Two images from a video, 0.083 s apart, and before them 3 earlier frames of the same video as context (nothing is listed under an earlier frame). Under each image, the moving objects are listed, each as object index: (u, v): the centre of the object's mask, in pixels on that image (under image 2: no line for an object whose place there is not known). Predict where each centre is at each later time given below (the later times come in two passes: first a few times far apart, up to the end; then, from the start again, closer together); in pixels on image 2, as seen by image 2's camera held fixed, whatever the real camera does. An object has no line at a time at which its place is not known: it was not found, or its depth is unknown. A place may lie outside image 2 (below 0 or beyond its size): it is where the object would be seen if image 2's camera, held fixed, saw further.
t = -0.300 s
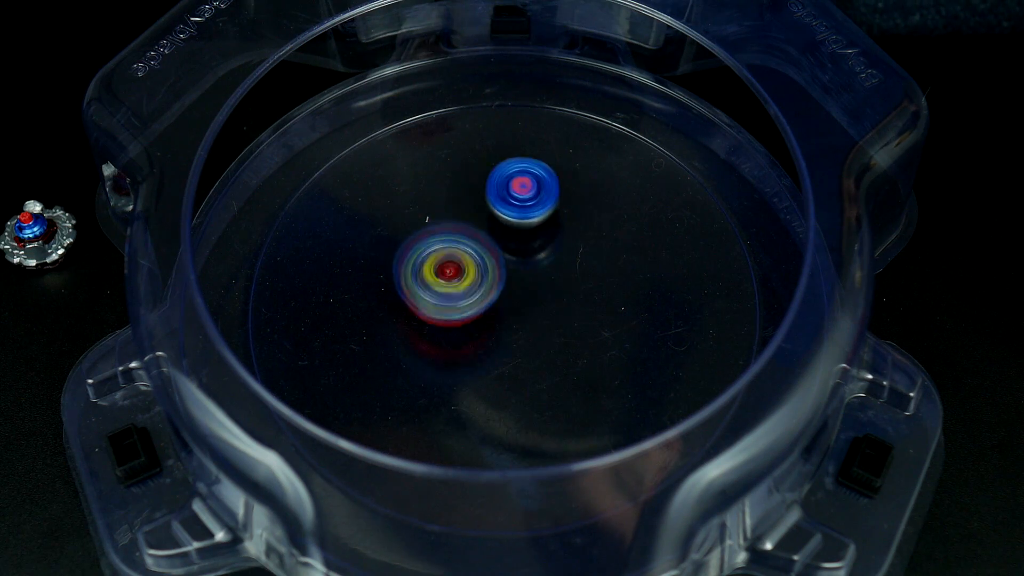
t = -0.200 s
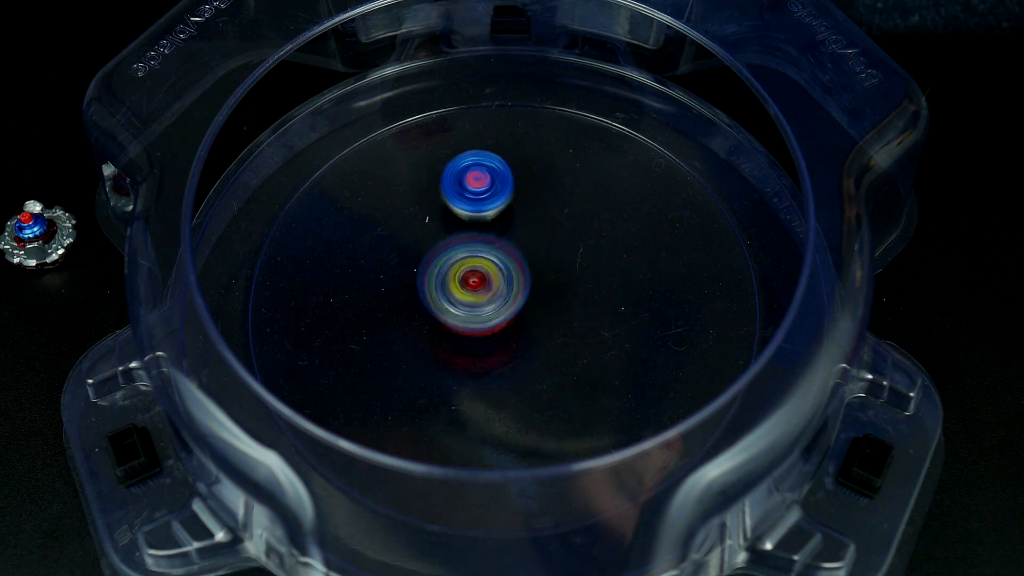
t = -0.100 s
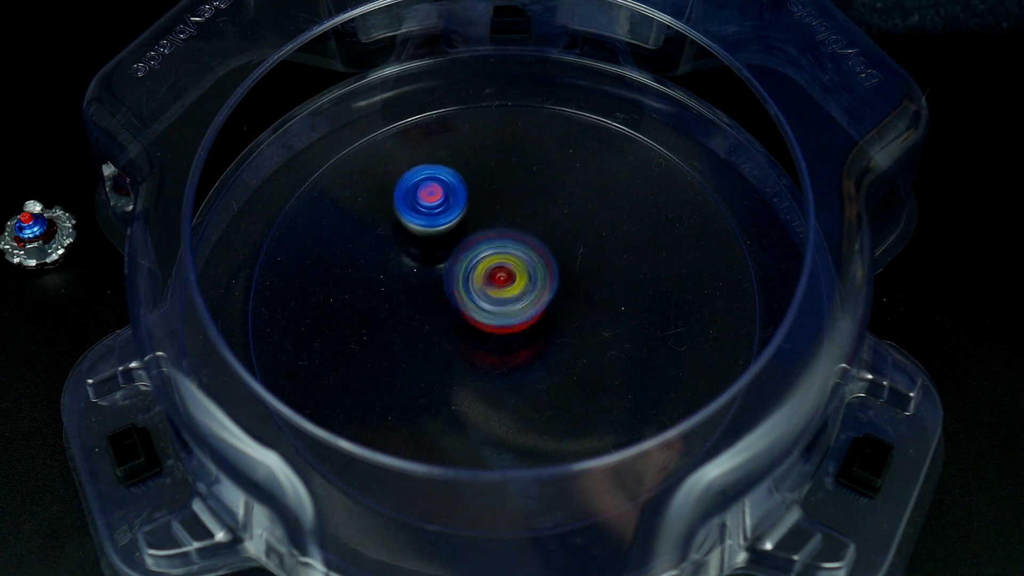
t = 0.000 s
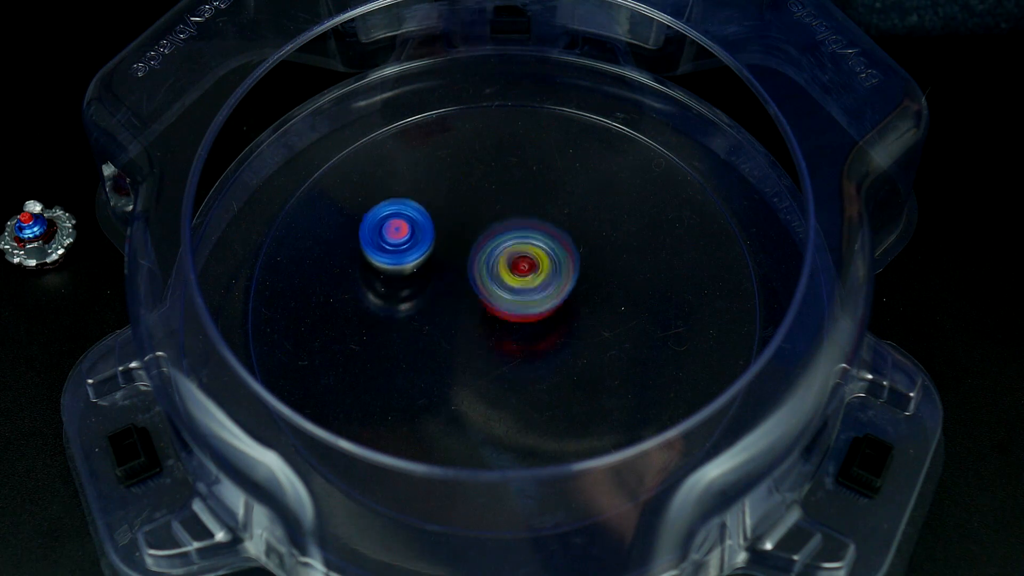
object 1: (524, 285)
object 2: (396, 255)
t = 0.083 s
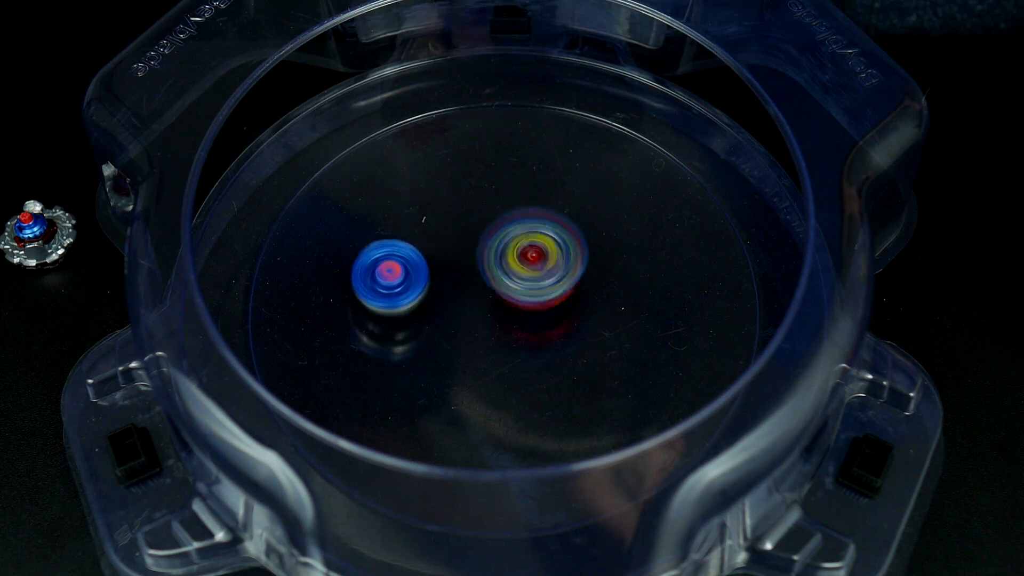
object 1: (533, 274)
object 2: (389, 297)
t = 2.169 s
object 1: (471, 311)
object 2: (514, 212)
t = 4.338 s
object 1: (410, 281)
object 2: (554, 331)
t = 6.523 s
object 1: (505, 209)
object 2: (475, 392)
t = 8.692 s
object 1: (388, 196)
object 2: (581, 460)
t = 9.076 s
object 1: (512, 288)
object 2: (640, 410)
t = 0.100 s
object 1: (536, 271)
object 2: (391, 306)
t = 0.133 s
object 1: (537, 265)
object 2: (397, 323)
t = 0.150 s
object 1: (538, 263)
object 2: (402, 331)
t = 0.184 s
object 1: (538, 259)
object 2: (414, 347)
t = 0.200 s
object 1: (537, 257)
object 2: (421, 354)
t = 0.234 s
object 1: (537, 253)
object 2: (437, 365)
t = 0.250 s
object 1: (535, 251)
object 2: (445, 368)
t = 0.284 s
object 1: (532, 248)
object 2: (463, 374)
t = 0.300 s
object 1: (529, 247)
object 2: (472, 375)
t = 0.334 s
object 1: (524, 247)
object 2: (491, 377)
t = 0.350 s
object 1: (520, 248)
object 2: (500, 376)
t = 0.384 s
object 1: (513, 248)
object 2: (517, 375)
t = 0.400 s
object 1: (508, 248)
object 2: (526, 373)
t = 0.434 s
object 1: (500, 252)
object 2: (543, 367)
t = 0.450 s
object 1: (496, 255)
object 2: (550, 364)
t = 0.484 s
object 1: (491, 262)
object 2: (565, 357)
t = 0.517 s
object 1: (483, 271)
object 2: (578, 348)
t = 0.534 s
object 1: (481, 275)
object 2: (584, 342)
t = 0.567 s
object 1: (476, 284)
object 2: (595, 332)
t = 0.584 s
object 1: (474, 288)
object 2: (599, 326)
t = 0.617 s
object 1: (471, 296)
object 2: (607, 314)
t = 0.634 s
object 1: (470, 301)
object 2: (611, 308)
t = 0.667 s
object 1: (469, 308)
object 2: (615, 295)
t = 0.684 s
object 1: (468, 312)
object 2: (616, 288)
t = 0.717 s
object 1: (470, 318)
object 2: (616, 275)
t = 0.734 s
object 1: (470, 322)
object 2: (614, 269)
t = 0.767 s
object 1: (473, 329)
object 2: (610, 257)
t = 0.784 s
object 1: (473, 331)
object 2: (607, 250)
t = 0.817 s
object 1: (477, 335)
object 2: (597, 239)
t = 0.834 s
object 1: (478, 337)
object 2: (592, 234)
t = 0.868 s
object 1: (482, 340)
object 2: (579, 225)
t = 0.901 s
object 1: (485, 342)
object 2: (561, 203)
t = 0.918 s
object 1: (488, 341)
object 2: (552, 201)
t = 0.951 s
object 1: (492, 343)
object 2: (535, 200)
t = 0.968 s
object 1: (494, 342)
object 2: (526, 200)
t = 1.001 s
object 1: (497, 342)
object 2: (507, 203)
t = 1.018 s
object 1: (498, 340)
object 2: (498, 205)
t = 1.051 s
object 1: (502, 337)
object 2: (481, 212)
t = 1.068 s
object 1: (503, 335)
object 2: (472, 216)
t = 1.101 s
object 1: (504, 331)
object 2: (456, 226)
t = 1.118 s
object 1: (505, 329)
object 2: (448, 230)
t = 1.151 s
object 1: (503, 325)
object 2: (430, 256)
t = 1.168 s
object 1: (503, 322)
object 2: (424, 266)
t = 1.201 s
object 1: (501, 317)
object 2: (413, 284)
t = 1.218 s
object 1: (499, 313)
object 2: (409, 292)
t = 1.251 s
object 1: (496, 309)
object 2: (401, 307)
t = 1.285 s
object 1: (495, 305)
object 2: (394, 321)
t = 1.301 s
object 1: (494, 303)
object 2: (392, 329)
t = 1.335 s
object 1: (492, 299)
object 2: (390, 345)
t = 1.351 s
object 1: (490, 296)
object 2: (391, 353)
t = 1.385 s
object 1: (486, 294)
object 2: (394, 369)
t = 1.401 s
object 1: (484, 294)
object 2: (396, 376)
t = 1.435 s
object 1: (479, 292)
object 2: (405, 390)
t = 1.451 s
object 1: (477, 291)
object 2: (410, 395)
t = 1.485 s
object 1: (470, 289)
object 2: (423, 404)
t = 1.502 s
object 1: (468, 289)
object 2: (430, 407)
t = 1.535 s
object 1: (460, 290)
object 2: (445, 412)
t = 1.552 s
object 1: (458, 290)
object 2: (454, 414)
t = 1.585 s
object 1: (452, 293)
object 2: (474, 414)
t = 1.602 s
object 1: (450, 295)
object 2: (482, 418)
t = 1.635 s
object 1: (446, 298)
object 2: (499, 416)
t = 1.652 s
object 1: (444, 300)
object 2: (508, 415)
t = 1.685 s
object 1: (442, 304)
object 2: (525, 412)
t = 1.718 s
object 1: (439, 309)
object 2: (539, 405)
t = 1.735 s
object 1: (440, 311)
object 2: (545, 400)
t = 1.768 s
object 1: (441, 316)
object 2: (555, 390)
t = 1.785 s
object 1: (442, 317)
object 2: (558, 383)
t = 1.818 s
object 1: (445, 322)
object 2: (564, 367)
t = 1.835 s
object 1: (447, 323)
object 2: (566, 360)
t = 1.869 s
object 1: (453, 326)
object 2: (567, 344)
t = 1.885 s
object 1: (455, 327)
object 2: (567, 336)
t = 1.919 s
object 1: (462, 327)
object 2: (565, 320)
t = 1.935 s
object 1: (464, 328)
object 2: (563, 312)
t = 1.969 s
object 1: (471, 325)
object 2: (559, 298)
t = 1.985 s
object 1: (474, 324)
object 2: (556, 290)
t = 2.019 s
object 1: (479, 321)
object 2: (550, 273)
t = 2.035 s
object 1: (478, 321)
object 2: (549, 264)
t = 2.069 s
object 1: (477, 318)
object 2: (546, 247)
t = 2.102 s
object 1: (475, 316)
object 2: (539, 233)
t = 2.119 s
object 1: (474, 315)
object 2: (534, 227)
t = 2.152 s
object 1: (471, 312)
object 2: (521, 217)
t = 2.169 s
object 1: (471, 311)
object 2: (514, 212)
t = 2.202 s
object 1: (467, 309)
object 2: (496, 197)
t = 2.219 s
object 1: (467, 308)
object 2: (488, 195)
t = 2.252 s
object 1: (464, 306)
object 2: (471, 195)
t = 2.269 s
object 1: (464, 305)
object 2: (462, 194)
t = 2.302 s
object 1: (460, 303)
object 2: (445, 195)
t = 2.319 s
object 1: (458, 302)
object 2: (437, 196)
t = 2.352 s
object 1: (456, 302)
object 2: (421, 201)
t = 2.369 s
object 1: (454, 301)
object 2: (413, 203)
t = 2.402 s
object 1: (452, 301)
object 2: (394, 222)
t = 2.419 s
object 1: (452, 301)
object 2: (388, 228)
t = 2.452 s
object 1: (450, 302)
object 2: (376, 244)
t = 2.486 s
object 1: (450, 302)
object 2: (368, 259)
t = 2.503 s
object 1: (450, 303)
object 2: (365, 266)
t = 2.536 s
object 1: (451, 303)
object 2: (361, 283)
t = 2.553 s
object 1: (453, 303)
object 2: (360, 290)
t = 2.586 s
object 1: (458, 305)
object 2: (356, 304)
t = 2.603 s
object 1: (464, 307)
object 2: (355, 310)
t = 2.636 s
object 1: (472, 307)
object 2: (357, 326)
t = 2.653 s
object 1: (478, 307)
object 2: (360, 333)
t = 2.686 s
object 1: (487, 306)
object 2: (369, 347)
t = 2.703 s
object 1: (490, 305)
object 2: (375, 353)
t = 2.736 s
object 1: (499, 302)
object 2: (389, 366)
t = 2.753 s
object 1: (502, 302)
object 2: (397, 371)
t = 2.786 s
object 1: (508, 298)
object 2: (414, 379)
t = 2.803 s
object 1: (512, 296)
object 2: (423, 382)
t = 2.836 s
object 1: (518, 291)
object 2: (444, 386)
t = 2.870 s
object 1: (523, 286)
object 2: (463, 384)
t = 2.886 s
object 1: (525, 281)
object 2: (472, 382)
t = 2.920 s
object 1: (528, 273)
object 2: (490, 376)
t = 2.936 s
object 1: (528, 269)
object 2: (499, 372)
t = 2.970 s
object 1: (527, 257)
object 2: (515, 364)
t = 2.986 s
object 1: (526, 254)
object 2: (523, 359)
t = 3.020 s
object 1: (526, 247)
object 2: (534, 353)
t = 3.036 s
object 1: (525, 245)
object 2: (540, 349)
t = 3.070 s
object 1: (522, 239)
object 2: (551, 339)
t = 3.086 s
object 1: (521, 236)
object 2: (556, 336)
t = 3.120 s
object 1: (515, 241)
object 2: (566, 327)
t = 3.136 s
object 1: (511, 240)
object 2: (569, 322)
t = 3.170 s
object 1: (506, 240)
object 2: (576, 311)
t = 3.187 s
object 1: (503, 240)
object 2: (578, 305)
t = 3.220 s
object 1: (496, 241)
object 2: (583, 293)
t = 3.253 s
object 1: (489, 243)
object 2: (584, 281)
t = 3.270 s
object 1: (486, 246)
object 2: (584, 275)
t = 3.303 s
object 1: (479, 247)
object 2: (581, 263)
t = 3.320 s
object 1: (477, 251)
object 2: (579, 257)
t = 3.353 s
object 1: (472, 256)
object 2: (572, 247)
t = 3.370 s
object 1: (468, 258)
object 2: (567, 242)
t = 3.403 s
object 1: (465, 264)
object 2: (556, 234)
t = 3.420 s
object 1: (463, 267)
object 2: (548, 215)
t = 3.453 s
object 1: (460, 274)
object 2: (536, 227)
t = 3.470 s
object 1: (460, 278)
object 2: (526, 210)
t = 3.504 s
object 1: (459, 286)
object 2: (510, 210)
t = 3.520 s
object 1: (459, 290)
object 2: (505, 219)
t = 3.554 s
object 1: (458, 299)
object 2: (488, 214)
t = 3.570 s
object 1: (457, 308)
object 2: (484, 212)
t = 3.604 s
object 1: (455, 325)
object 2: (478, 208)
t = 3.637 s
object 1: (457, 345)
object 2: (470, 208)
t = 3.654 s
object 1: (462, 353)
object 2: (466, 210)
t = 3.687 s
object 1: (471, 368)
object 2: (456, 214)
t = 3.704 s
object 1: (478, 376)
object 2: (450, 217)
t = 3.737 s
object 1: (493, 386)
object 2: (439, 233)
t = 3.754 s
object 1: (501, 389)
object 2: (434, 246)
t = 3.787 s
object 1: (519, 393)
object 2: (425, 260)
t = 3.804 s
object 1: (526, 392)
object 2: (422, 267)
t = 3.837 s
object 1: (541, 388)
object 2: (418, 280)
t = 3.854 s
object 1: (548, 385)
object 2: (417, 288)
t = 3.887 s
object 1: (556, 374)
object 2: (419, 303)
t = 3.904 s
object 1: (559, 368)
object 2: (421, 309)
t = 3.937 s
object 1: (563, 355)
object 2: (428, 323)
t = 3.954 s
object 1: (561, 348)
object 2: (432, 327)
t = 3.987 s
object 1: (557, 333)
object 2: (442, 339)
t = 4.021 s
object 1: (549, 320)
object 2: (455, 347)
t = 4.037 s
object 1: (548, 311)
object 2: (457, 351)
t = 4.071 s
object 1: (543, 292)
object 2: (463, 358)
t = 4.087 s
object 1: (539, 286)
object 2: (467, 360)
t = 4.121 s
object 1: (528, 270)
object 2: (478, 363)
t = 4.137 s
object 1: (522, 264)
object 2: (485, 364)
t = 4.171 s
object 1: (502, 245)
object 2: (498, 364)
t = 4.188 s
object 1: (493, 242)
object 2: (505, 363)
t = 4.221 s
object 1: (475, 239)
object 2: (519, 358)
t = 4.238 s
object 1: (465, 251)
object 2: (525, 355)
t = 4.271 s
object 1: (445, 257)
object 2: (536, 349)
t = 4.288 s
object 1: (436, 260)
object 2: (542, 346)
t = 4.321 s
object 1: (418, 275)
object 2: (550, 335)
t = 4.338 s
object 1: (410, 281)
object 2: (554, 331)
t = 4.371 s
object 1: (401, 300)
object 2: (559, 320)
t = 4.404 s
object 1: (398, 319)
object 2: (563, 308)
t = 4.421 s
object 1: (400, 329)
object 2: (563, 303)
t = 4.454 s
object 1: (409, 348)
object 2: (562, 292)
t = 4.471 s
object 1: (416, 357)
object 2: (561, 286)
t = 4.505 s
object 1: (433, 369)
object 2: (556, 276)
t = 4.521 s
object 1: (445, 373)
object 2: (552, 270)
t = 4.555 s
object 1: (467, 377)
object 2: (543, 262)
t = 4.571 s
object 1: (479, 377)
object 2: (537, 258)
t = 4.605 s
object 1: (500, 369)
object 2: (524, 251)
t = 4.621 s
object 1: (510, 367)
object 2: (516, 248)
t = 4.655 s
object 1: (527, 350)
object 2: (499, 243)
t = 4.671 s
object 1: (535, 345)
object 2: (490, 244)
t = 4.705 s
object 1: (545, 326)
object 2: (474, 249)
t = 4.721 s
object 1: (550, 315)
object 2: (467, 254)
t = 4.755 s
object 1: (552, 297)
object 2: (454, 263)
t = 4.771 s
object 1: (552, 287)
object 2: (446, 266)
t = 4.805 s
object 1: (547, 267)
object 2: (432, 277)
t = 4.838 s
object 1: (538, 250)
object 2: (421, 287)
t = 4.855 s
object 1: (531, 241)
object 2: (416, 294)
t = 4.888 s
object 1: (515, 229)
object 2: (409, 306)
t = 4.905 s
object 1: (507, 226)
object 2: (407, 313)
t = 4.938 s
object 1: (487, 217)
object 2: (404, 326)
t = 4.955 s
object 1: (476, 217)
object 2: (404, 334)
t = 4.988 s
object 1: (454, 217)
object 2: (405, 347)
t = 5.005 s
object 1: (443, 217)
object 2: (408, 354)
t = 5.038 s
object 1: (421, 212)
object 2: (415, 367)
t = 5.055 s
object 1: (411, 217)
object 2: (419, 373)
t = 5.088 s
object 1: (394, 231)
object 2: (431, 381)
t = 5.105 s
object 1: (388, 239)
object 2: (436, 385)
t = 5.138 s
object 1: (378, 271)
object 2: (451, 391)
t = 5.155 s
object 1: (376, 268)
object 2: (459, 392)
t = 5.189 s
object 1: (376, 302)
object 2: (475, 393)
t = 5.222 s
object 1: (384, 324)
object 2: (490, 391)
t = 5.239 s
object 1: (392, 336)
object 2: (498, 388)
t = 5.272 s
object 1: (409, 354)
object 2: (511, 381)
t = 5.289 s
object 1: (420, 361)
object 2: (518, 376)
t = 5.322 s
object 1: (437, 373)
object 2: (539, 367)
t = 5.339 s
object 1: (445, 376)
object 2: (553, 360)
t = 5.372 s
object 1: (464, 381)
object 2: (573, 348)
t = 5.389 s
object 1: (474, 380)
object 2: (582, 341)
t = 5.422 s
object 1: (494, 378)
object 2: (595, 328)
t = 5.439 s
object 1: (504, 374)
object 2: (599, 322)
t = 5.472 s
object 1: (522, 363)
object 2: (608, 307)
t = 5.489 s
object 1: (529, 356)
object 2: (610, 300)
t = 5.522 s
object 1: (540, 340)
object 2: (615, 284)
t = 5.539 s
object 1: (544, 331)
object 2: (615, 278)
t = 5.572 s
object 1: (547, 315)
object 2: (617, 261)
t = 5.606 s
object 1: (540, 297)
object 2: (620, 248)
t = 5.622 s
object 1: (535, 292)
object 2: (620, 242)
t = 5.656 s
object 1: (522, 280)
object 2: (619, 227)
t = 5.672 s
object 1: (514, 272)
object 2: (617, 222)
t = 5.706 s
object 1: (497, 264)
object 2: (611, 210)
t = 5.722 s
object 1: (488, 260)
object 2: (607, 203)
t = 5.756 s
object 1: (469, 257)
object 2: (597, 195)
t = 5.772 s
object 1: (459, 255)
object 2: (591, 190)
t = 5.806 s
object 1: (439, 257)
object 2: (578, 169)
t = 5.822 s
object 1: (428, 259)
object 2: (571, 166)
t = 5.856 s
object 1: (410, 267)
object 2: (557, 162)
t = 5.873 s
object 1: (401, 271)
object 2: (549, 175)
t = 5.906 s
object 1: (387, 284)
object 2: (533, 174)
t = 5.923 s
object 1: (383, 292)
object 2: (526, 175)
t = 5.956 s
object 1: (379, 309)
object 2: (510, 178)
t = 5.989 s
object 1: (380, 325)
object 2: (494, 184)
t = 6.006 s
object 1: (384, 335)
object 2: (487, 188)
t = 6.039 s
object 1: (394, 352)
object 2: (473, 197)
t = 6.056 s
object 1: (402, 341)
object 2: (466, 203)
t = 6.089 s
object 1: (422, 368)
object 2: (454, 215)
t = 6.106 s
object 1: (433, 370)
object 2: (449, 221)
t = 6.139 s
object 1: (455, 371)
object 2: (438, 236)
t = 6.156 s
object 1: (467, 369)
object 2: (433, 244)
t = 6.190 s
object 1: (489, 364)
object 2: (426, 259)
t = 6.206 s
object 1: (498, 358)
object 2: (422, 268)
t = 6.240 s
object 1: (516, 344)
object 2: (419, 285)
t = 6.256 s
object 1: (523, 338)
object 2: (418, 293)
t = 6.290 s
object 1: (533, 316)
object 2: (417, 308)
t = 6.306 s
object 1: (539, 307)
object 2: (419, 315)
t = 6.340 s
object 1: (545, 291)
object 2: (422, 331)
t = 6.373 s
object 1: (547, 270)
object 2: (428, 346)
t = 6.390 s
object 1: (549, 262)
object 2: (432, 352)
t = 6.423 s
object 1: (543, 245)
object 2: (441, 364)
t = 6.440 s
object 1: (539, 237)
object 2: (445, 369)
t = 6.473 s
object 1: (528, 224)
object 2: (456, 380)
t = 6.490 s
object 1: (520, 218)
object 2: (462, 383)
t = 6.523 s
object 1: (505, 209)
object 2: (475, 392)
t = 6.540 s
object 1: (495, 207)
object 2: (481, 395)
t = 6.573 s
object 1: (476, 203)
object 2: (495, 399)
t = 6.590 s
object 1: (467, 204)
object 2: (502, 402)
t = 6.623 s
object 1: (447, 196)
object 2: (516, 405)
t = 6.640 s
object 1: (438, 211)
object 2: (523, 405)
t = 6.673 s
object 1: (423, 223)
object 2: (536, 405)
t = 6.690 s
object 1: (415, 231)
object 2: (543, 405)
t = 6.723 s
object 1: (406, 235)
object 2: (554, 401)
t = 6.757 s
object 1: (402, 265)
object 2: (566, 398)
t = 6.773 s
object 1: (403, 263)
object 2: (571, 396)
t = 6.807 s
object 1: (407, 297)
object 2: (580, 389)
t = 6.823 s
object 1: (412, 306)
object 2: (584, 385)
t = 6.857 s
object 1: (425, 327)
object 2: (590, 375)
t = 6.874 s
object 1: (433, 335)
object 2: (592, 371)
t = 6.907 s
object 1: (449, 344)
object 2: (595, 361)
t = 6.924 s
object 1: (460, 349)
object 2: (596, 355)
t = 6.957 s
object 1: (481, 358)
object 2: (594, 343)
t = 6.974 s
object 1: (490, 360)
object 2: (594, 336)
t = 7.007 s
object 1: (511, 363)
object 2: (592, 324)
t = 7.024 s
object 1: (515, 367)
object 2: (596, 313)
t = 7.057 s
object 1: (519, 370)
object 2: (607, 295)
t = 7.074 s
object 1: (518, 371)
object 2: (610, 287)
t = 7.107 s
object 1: (520, 373)
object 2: (612, 269)
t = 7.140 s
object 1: (518, 373)
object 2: (610, 256)
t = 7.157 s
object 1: (517, 373)
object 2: (607, 249)
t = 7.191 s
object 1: (516, 372)
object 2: (599, 239)
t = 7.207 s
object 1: (514, 373)
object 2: (594, 234)
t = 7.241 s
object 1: (511, 369)
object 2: (582, 225)
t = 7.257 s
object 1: (509, 368)
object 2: (575, 222)
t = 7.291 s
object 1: (508, 366)
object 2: (562, 216)
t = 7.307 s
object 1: (505, 364)
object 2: (554, 214)
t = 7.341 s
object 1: (500, 355)
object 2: (537, 196)
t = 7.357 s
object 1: (497, 353)
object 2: (531, 209)
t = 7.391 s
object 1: (490, 346)
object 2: (515, 211)
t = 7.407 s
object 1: (485, 344)
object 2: (507, 211)
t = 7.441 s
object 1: (474, 336)
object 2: (490, 198)
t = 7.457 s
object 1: (470, 331)
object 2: (483, 200)
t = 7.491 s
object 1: (459, 326)
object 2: (467, 206)
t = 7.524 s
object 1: (446, 321)
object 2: (453, 212)
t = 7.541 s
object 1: (440, 318)
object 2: (446, 215)
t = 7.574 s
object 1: (429, 318)
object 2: (432, 223)
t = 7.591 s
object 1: (425, 320)
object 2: (426, 226)
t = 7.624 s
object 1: (413, 327)
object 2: (416, 230)
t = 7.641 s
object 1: (409, 331)
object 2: (412, 232)
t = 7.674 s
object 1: (404, 342)
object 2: (407, 234)
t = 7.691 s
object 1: (404, 348)
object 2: (404, 235)
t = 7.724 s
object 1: (407, 360)
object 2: (400, 242)
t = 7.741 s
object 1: (410, 349)
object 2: (398, 246)
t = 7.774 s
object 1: (421, 356)
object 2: (395, 254)
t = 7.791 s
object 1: (427, 359)
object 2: (390, 271)
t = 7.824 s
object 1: (442, 360)
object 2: (388, 281)
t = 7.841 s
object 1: (449, 358)
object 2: (388, 288)
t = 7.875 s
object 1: (465, 353)
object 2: (390, 305)
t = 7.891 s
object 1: (470, 349)
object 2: (393, 309)
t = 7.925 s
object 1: (482, 337)
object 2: (398, 322)
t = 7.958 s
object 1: (496, 326)
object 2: (400, 328)
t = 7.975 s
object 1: (504, 321)
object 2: (400, 330)
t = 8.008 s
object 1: (515, 308)
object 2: (403, 334)
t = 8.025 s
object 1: (521, 315)
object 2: (405, 334)
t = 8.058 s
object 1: (528, 301)
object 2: (412, 339)
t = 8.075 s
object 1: (530, 294)
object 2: (416, 342)
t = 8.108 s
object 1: (531, 279)
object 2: (426, 344)
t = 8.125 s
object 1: (530, 273)
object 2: (432, 344)
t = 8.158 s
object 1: (527, 258)
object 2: (445, 343)
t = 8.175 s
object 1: (523, 253)
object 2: (450, 342)
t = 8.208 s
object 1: (516, 242)
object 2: (462, 336)
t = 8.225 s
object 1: (509, 235)
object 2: (468, 332)
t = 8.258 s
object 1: (492, 219)
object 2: (478, 326)
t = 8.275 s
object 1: (484, 217)
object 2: (482, 321)
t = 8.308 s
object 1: (470, 212)
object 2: (488, 323)
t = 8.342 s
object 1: (458, 186)
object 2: (491, 355)
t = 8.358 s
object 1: (453, 175)
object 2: (494, 375)
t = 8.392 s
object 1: (442, 158)
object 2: (499, 400)
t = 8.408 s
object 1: (437, 151)
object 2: (501, 411)
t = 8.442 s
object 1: (427, 143)
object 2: (507, 421)
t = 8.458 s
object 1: (423, 140)
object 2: (509, 426)
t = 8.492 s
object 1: (412, 137)
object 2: (516, 432)
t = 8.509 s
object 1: (408, 135)
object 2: (522, 452)
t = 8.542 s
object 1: (396, 136)
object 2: (532, 460)
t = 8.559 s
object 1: (392, 139)
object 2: (538, 462)
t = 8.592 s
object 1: (383, 148)
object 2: (548, 464)
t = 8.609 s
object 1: (381, 154)
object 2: (554, 464)
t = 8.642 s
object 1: (379, 171)
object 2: (564, 463)
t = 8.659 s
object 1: (381, 179)
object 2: (570, 462)
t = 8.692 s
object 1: (388, 196)
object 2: (581, 460)
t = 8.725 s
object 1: (400, 214)
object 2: (591, 456)
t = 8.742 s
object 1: (405, 224)
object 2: (596, 453)
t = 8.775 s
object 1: (421, 240)
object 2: (604, 446)
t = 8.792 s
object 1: (427, 249)
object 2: (608, 441)
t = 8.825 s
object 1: (445, 264)
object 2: (616, 433)
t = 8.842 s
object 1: (453, 273)
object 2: (618, 430)
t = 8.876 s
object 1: (471, 285)
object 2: (619, 416)
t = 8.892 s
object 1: (478, 292)
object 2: (615, 401)
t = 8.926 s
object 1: (497, 310)
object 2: (612, 396)
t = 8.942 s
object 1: (502, 305)
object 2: (610, 392)
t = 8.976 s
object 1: (519, 321)
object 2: (603, 384)
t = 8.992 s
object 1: (523, 324)
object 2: (604, 384)
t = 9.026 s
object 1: (520, 308)
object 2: (622, 389)
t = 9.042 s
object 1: (518, 302)
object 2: (629, 399)
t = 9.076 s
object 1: (512, 288)
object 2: (640, 410)
